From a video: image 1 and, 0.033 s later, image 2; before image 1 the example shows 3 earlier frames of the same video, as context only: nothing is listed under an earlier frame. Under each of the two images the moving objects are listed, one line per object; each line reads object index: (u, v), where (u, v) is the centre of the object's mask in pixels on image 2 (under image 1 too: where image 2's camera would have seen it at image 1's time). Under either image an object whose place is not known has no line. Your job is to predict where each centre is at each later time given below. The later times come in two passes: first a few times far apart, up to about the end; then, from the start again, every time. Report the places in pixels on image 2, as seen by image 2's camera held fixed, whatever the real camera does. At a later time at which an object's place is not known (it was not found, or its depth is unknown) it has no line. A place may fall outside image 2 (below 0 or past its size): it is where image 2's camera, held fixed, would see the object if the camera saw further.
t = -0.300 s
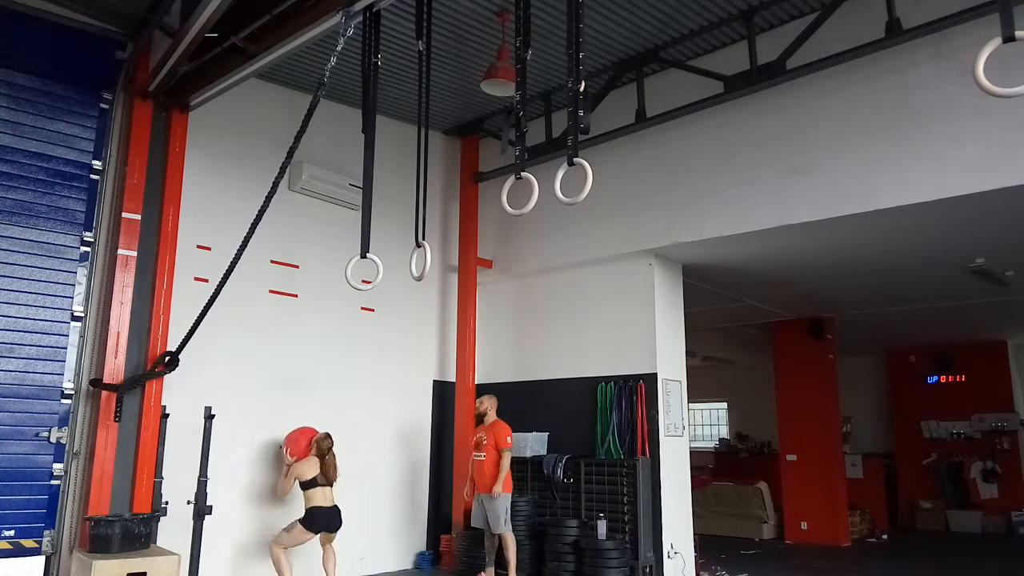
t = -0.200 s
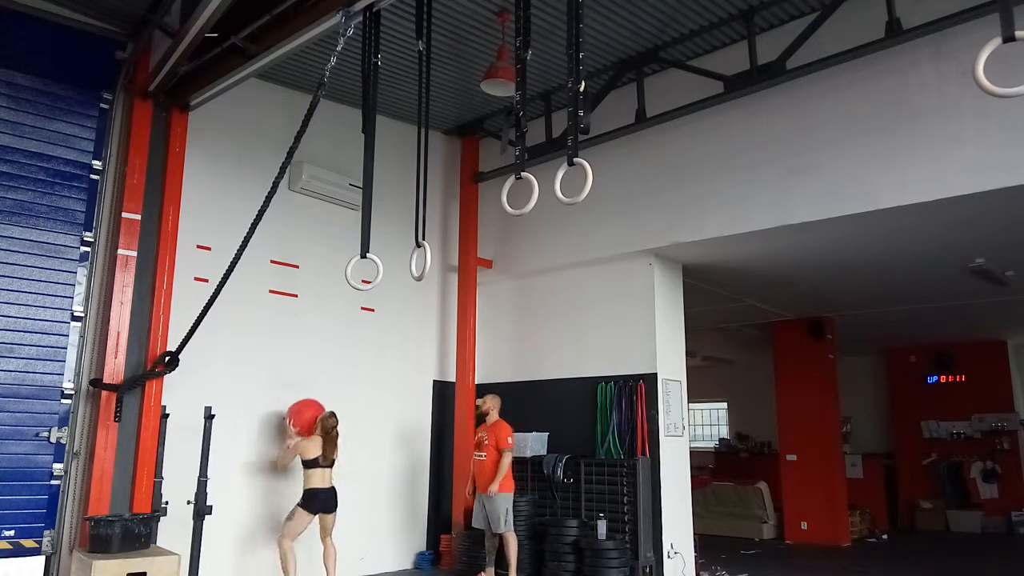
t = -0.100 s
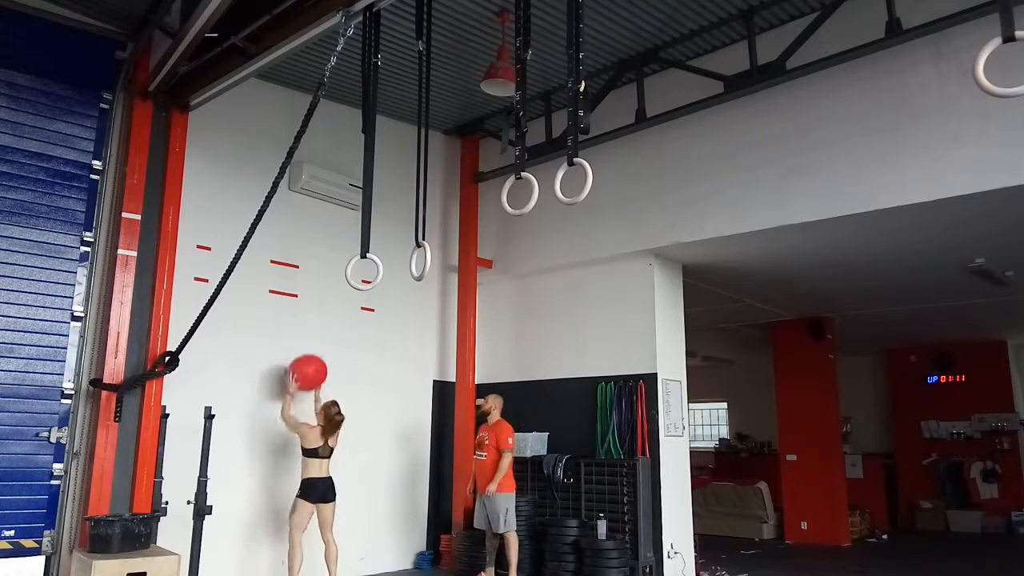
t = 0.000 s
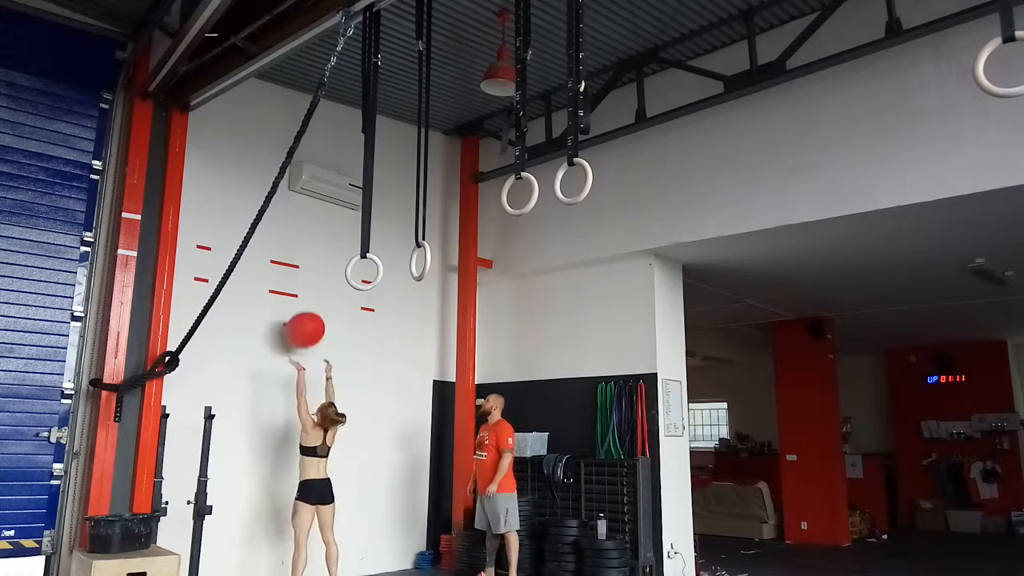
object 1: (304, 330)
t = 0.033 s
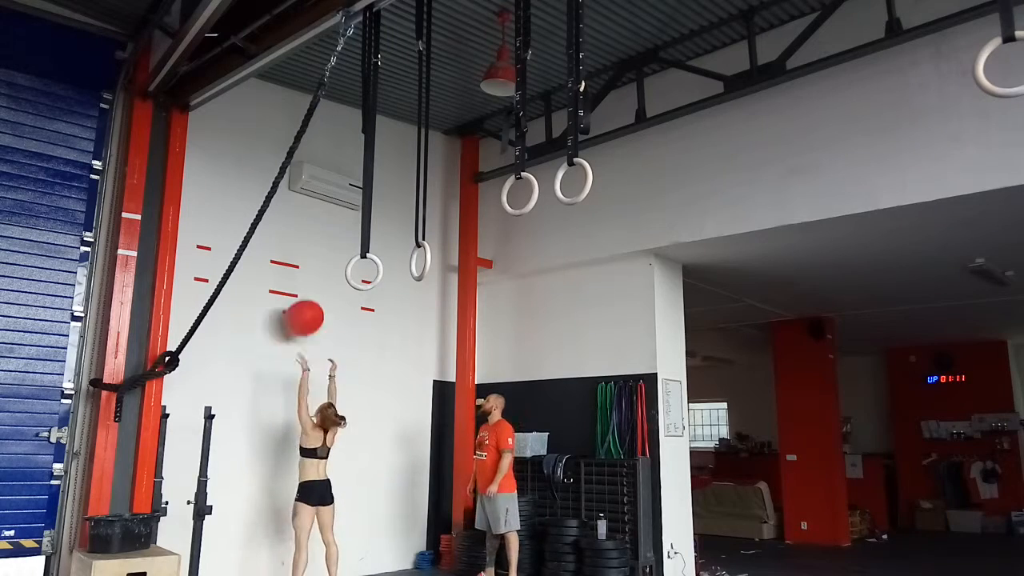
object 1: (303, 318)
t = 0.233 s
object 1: (297, 271)
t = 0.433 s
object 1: (299, 265)
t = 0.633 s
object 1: (302, 296)
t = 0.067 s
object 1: (302, 307)
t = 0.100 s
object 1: (301, 298)
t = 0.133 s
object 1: (300, 289)
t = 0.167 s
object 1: (299, 282)
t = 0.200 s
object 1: (298, 275)
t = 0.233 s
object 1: (297, 271)
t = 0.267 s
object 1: (295, 267)
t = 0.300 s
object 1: (296, 265)
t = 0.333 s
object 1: (296, 263)
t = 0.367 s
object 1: (297, 263)
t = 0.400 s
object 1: (298, 264)
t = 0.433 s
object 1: (299, 265)
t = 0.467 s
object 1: (299, 267)
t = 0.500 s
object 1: (300, 271)
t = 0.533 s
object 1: (301, 275)
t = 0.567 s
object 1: (301, 281)
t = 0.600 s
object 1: (302, 288)
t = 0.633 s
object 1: (302, 296)
